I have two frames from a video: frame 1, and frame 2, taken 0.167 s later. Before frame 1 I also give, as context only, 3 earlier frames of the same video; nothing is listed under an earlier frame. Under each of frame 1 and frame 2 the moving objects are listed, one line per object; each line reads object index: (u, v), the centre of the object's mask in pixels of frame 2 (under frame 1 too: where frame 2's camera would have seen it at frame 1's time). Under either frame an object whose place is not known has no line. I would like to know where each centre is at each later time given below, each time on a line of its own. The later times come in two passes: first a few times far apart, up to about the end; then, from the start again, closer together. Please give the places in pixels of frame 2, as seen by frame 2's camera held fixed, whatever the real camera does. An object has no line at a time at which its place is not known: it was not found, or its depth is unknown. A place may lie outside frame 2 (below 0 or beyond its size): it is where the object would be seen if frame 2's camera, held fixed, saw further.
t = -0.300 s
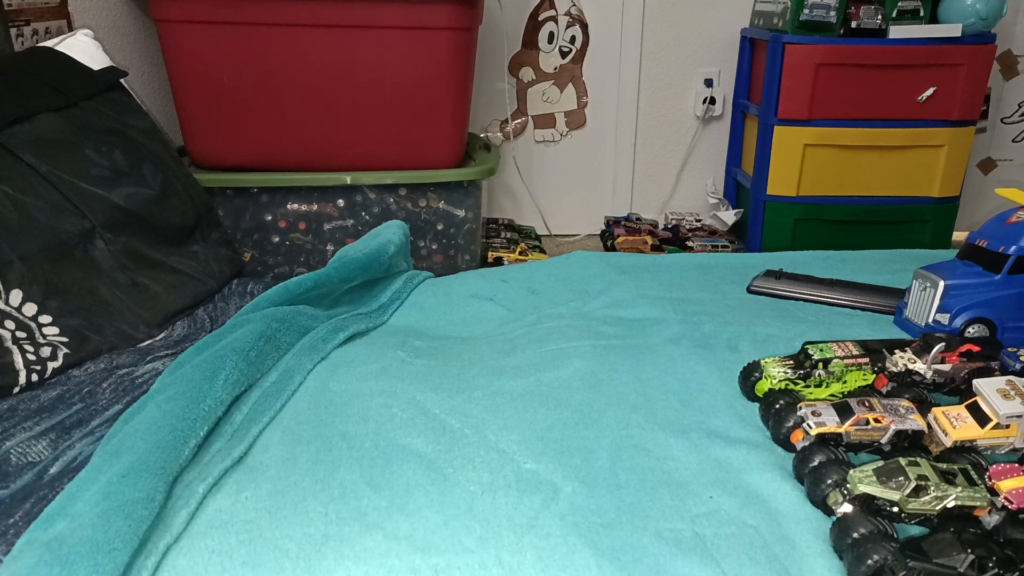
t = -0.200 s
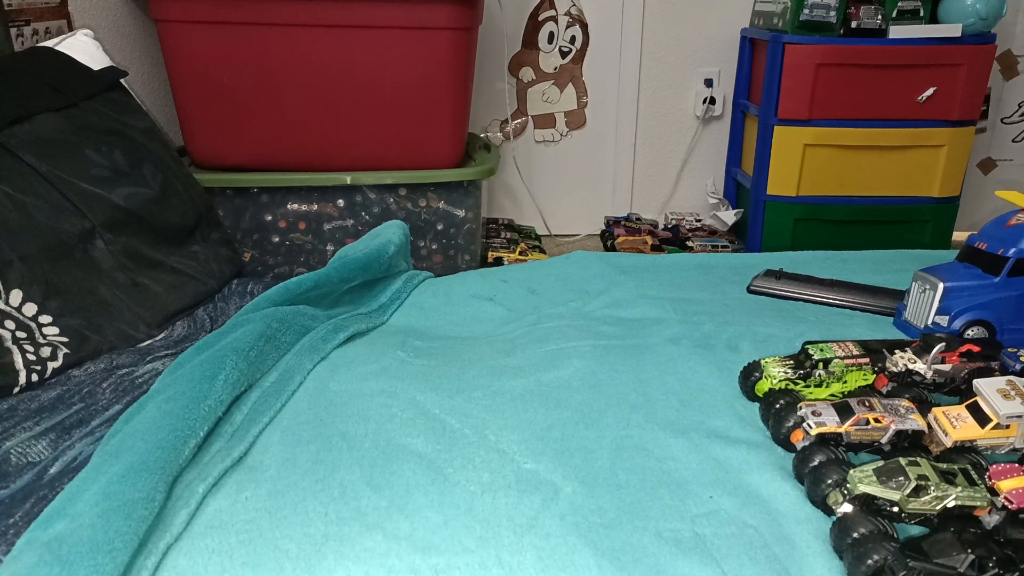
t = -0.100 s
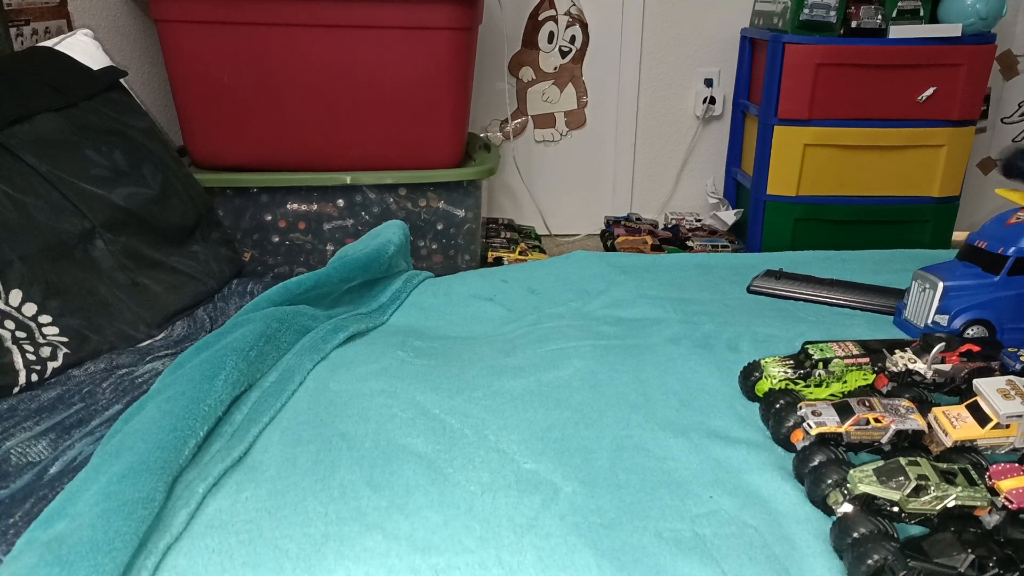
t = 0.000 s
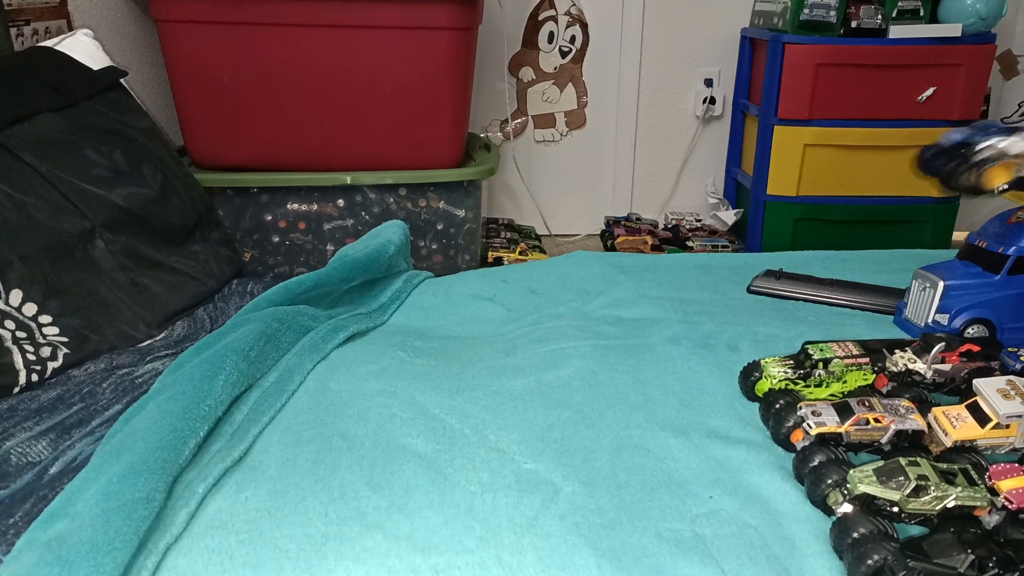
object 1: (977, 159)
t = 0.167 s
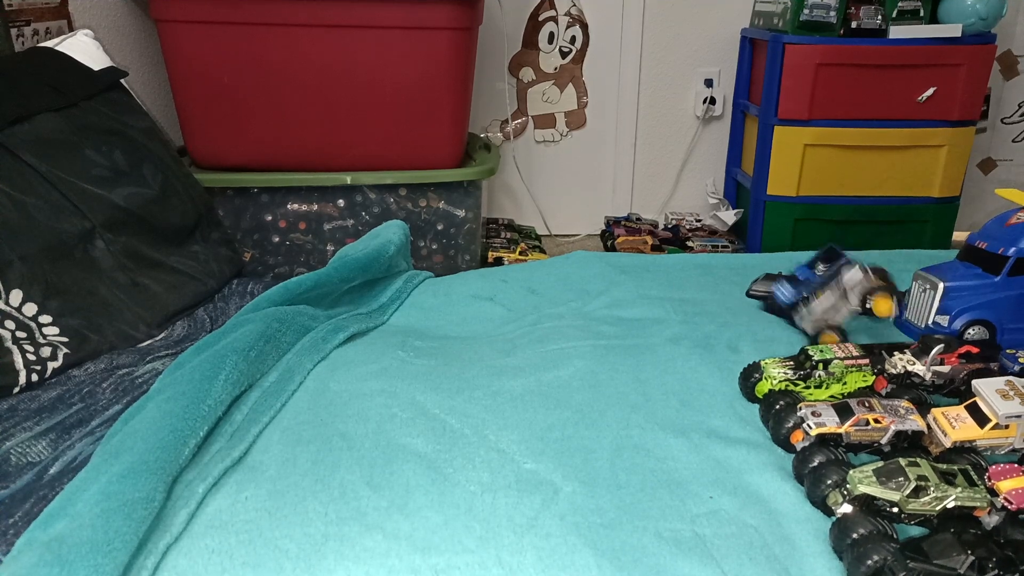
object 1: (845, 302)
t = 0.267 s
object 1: (803, 267)
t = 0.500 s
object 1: (741, 296)
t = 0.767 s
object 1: (743, 295)
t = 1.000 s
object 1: (754, 303)
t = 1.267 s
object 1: (762, 309)
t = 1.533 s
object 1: (763, 309)
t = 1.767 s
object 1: (763, 309)
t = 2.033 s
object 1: (763, 309)
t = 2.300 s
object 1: (763, 309)
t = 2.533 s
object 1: (763, 309)
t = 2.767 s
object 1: (763, 309)
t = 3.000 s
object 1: (763, 309)
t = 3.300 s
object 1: (763, 309)
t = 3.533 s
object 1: (763, 309)
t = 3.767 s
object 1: (763, 309)
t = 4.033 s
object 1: (763, 309)
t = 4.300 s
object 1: (763, 309)
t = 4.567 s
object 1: (763, 309)
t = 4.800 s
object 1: (763, 309)
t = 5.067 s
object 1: (763, 309)
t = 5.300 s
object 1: (763, 309)
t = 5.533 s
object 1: (763, 309)
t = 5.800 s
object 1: (763, 309)
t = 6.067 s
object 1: (763, 309)
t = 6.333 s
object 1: (763, 309)
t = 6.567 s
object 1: (763, 309)
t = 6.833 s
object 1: (763, 309)
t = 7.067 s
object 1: (763, 309)
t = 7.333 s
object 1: (763, 309)
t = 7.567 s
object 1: (763, 309)
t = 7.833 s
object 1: (763, 309)
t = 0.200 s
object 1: (831, 286)
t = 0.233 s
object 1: (818, 271)
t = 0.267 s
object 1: (803, 267)
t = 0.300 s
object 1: (785, 275)
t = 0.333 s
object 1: (763, 289)
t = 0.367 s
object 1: (756, 301)
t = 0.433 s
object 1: (745, 295)
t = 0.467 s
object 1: (742, 297)
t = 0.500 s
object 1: (741, 296)
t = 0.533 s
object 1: (742, 295)
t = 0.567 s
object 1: (742, 295)
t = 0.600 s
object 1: (742, 295)
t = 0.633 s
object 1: (741, 295)
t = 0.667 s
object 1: (742, 295)
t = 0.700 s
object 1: (742, 295)
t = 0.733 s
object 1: (742, 295)
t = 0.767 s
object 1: (743, 295)
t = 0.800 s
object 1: (743, 296)
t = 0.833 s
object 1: (744, 296)
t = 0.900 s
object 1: (746, 297)
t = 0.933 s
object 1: (749, 298)
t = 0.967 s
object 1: (751, 300)
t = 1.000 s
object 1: (754, 303)
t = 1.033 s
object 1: (758, 306)
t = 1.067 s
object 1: (762, 309)
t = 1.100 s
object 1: (764, 309)
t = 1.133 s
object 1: (764, 309)
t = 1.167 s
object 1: (763, 309)
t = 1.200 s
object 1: (762, 309)
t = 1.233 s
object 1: (762, 309)
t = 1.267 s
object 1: (762, 309)
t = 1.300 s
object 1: (762, 309)
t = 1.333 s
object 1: (762, 309)
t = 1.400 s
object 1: (763, 309)
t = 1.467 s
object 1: (763, 309)
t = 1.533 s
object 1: (763, 309)
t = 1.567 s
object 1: (763, 309)
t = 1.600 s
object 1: (763, 309)
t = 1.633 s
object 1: (763, 309)
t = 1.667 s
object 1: (763, 309)
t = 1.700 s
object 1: (763, 309)
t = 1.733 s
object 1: (763, 309)
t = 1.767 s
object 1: (763, 309)
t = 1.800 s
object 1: (763, 309)
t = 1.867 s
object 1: (763, 309)
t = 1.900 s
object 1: (763, 309)
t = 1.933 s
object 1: (763, 309)
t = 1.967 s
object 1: (763, 309)
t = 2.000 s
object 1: (763, 309)
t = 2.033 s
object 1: (763, 309)
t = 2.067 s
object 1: (763, 309)
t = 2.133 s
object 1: (763, 309)
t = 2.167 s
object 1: (763, 309)
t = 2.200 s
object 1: (763, 309)
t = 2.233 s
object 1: (763, 309)
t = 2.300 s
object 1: (763, 309)
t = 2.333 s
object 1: (763, 309)
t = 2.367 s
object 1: (763, 309)
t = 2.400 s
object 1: (763, 309)
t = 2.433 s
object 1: (763, 309)
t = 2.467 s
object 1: (763, 309)
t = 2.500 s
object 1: (763, 309)
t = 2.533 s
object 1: (763, 309)
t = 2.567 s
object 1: (763, 309)
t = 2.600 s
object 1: (763, 309)
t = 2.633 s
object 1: (763, 309)
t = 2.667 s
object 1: (763, 309)
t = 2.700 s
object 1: (763, 309)
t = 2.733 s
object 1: (763, 309)
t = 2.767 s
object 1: (763, 309)
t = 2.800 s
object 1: (763, 309)
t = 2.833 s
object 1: (763, 309)
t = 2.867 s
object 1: (763, 309)
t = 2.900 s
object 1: (763, 309)
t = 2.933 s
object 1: (763, 309)
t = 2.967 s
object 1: (763, 309)
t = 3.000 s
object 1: (763, 309)
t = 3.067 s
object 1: (763, 309)
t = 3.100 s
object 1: (763, 309)
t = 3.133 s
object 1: (763, 309)
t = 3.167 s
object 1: (763, 309)
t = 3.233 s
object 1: (763, 309)
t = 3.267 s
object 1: (763, 309)
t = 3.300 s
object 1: (763, 309)
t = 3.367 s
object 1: (763, 309)
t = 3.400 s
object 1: (763, 309)
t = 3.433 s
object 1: (763, 309)
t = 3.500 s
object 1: (763, 309)
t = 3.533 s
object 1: (763, 309)
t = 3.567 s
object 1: (763, 309)
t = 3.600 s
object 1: (763, 309)
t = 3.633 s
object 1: (763, 309)
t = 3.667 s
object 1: (763, 309)
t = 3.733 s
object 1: (763, 309)
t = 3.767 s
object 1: (763, 309)
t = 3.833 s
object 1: (763, 309)
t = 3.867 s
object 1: (763, 309)
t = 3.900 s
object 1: (763, 309)
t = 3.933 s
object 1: (763, 309)
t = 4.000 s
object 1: (763, 309)
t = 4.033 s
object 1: (763, 309)
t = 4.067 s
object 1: (763, 309)
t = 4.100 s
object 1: (763, 309)
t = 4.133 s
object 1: (763, 309)
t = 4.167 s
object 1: (763, 309)
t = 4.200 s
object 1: (763, 309)
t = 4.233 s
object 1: (763, 309)
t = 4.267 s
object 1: (763, 309)
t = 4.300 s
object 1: (763, 309)
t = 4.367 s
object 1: (763, 309)
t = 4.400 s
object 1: (763, 309)
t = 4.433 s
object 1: (763, 309)
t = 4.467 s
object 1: (763, 309)
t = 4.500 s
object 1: (763, 309)
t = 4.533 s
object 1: (763, 309)
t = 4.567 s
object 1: (763, 309)
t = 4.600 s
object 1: (763, 309)
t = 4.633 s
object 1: (763, 309)
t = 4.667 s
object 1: (763, 309)
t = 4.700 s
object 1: (763, 309)
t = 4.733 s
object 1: (763, 309)
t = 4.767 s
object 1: (763, 309)
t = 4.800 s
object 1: (763, 309)
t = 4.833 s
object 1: (763, 309)
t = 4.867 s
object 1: (763, 309)
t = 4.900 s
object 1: (763, 309)
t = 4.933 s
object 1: (763, 309)
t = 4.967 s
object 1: (763, 309)
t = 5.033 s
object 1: (763, 309)
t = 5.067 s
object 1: (763, 309)
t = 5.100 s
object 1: (763, 309)
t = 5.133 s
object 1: (763, 309)
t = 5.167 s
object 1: (763, 309)
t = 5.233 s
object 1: (763, 309)
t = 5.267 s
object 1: (763, 309)
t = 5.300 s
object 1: (763, 309)
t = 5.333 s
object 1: (763, 309)
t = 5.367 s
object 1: (763, 309)
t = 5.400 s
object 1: (763, 309)
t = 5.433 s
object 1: (763, 309)
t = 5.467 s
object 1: (763, 309)
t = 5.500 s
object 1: (763, 309)
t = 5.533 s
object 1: (763, 309)
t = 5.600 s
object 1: (763, 309)
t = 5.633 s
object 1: (763, 309)
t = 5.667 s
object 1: (763, 309)
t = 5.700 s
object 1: (763, 309)
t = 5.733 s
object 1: (763, 309)
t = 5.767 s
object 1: (763, 309)
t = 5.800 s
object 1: (763, 309)
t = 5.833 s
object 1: (763, 309)
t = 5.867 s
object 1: (763, 309)
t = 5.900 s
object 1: (763, 309)
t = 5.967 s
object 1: (763, 309)
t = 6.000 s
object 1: (763, 309)
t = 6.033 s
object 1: (763, 309)
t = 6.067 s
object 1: (763, 309)
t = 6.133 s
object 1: (763, 309)
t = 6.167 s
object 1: (763, 309)
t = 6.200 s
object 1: (763, 309)
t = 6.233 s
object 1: (763, 309)
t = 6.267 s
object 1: (763, 309)
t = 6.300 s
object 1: (763, 309)
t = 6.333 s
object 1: (763, 309)
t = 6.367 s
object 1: (763, 309)
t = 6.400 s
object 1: (763, 309)
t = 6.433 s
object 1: (763, 309)
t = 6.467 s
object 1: (763, 309)
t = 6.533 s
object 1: (763, 309)
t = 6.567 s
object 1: (763, 309)
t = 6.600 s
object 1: (763, 309)
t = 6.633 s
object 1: (763, 309)
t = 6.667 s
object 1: (763, 309)
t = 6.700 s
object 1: (763, 309)
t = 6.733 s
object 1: (763, 309)
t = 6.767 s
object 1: (763, 309)
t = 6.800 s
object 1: (763, 309)
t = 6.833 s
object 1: (763, 309)
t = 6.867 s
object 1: (763, 309)
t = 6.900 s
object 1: (763, 309)
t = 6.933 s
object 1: (763, 309)
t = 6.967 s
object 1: (763, 309)
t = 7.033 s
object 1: (763, 309)
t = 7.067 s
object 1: (763, 309)
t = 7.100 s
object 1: (763, 309)
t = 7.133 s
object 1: (763, 309)
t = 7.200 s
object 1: (763, 309)
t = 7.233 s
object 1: (763, 309)
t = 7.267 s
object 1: (763, 309)
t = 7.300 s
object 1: (763, 309)
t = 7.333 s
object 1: (763, 309)
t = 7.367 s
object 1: (763, 309)
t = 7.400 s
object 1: (763, 309)
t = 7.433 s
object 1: (763, 309)
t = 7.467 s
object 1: (763, 309)
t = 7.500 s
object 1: (763, 309)
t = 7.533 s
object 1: (763, 309)
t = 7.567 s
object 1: (763, 309)
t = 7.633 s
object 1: (763, 309)
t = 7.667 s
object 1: (763, 309)
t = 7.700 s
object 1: (763, 309)
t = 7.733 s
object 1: (763, 309)
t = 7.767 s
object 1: (763, 309)
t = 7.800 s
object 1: (763, 309)
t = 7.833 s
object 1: (763, 309)
